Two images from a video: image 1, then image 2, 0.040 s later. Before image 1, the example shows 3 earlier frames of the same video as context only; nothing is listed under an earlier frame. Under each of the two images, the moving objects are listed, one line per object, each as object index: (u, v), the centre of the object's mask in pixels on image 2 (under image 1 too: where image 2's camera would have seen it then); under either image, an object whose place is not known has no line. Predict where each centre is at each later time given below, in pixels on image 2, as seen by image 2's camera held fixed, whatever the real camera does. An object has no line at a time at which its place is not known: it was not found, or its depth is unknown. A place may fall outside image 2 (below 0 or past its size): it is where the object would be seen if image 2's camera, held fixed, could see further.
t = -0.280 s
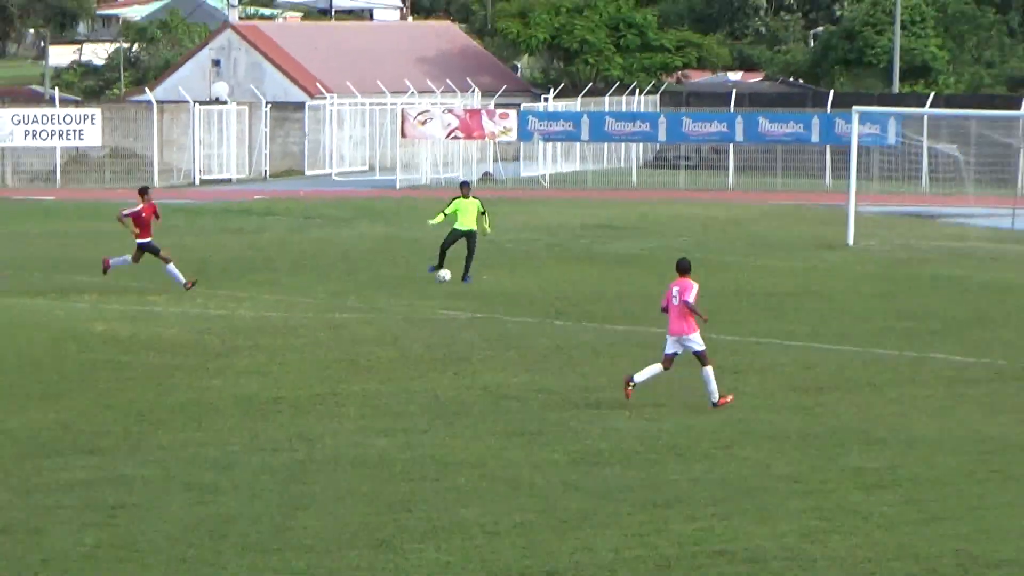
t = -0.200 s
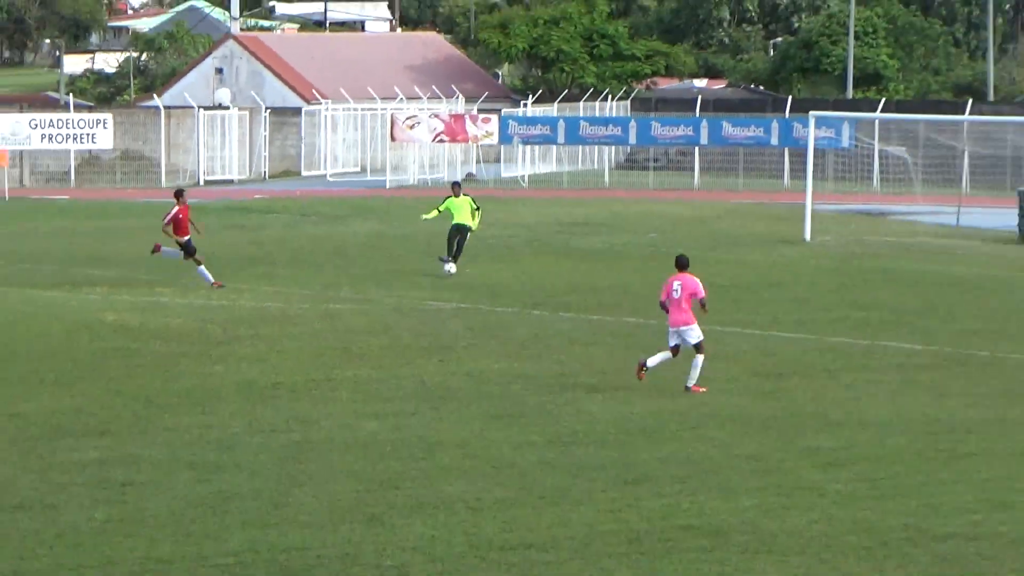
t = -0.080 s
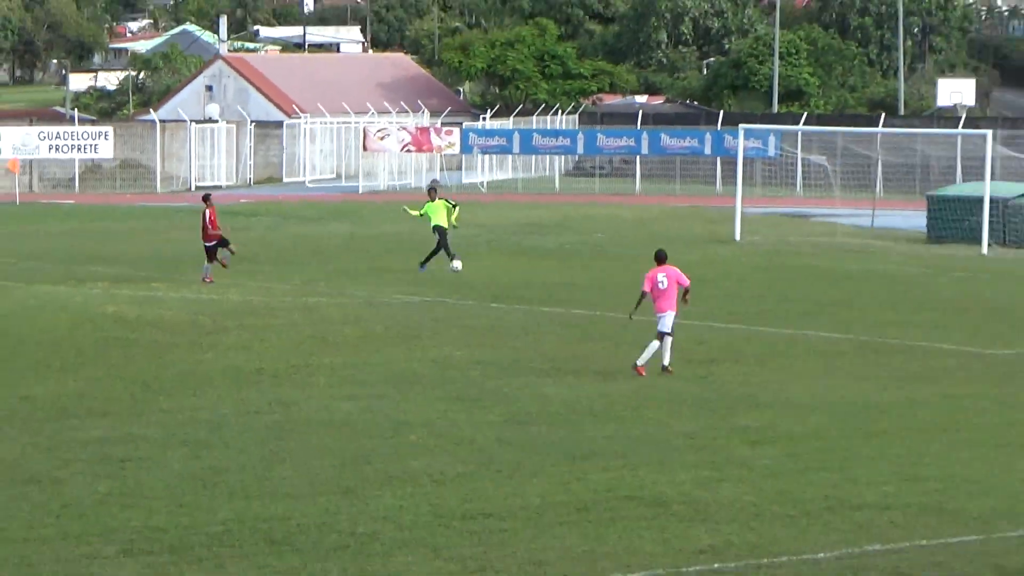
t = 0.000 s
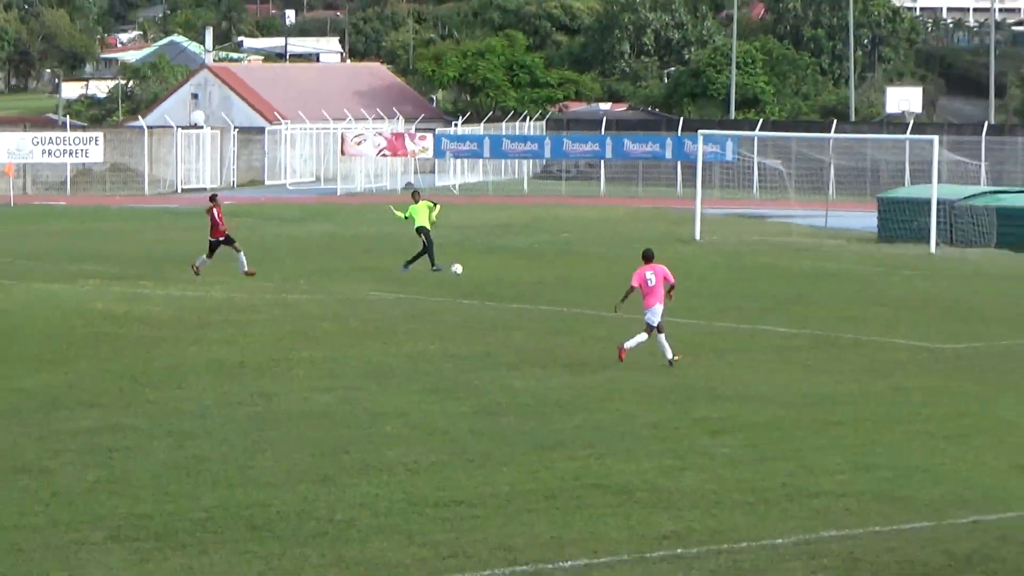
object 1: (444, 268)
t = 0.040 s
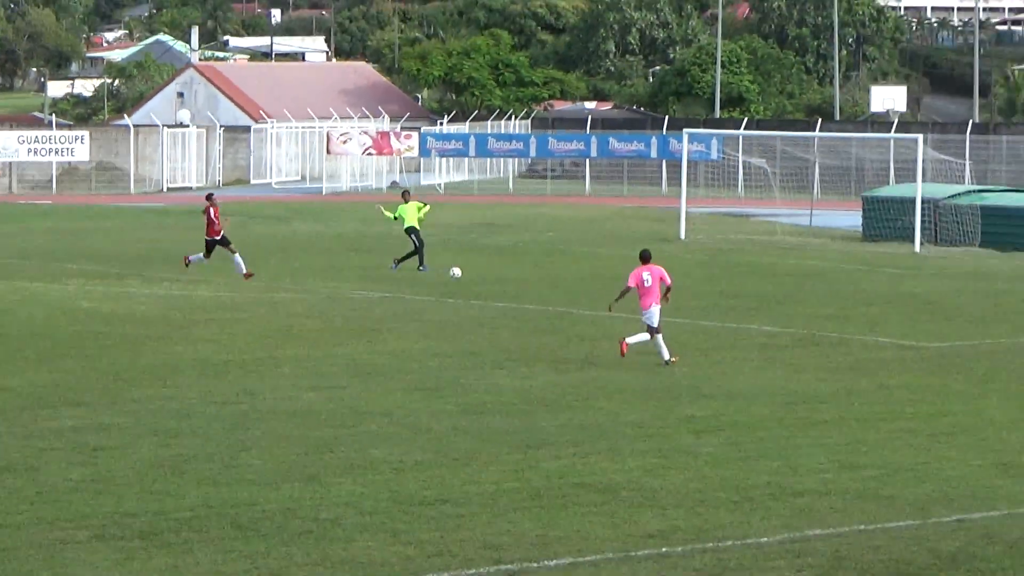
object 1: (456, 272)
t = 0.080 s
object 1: (467, 276)
